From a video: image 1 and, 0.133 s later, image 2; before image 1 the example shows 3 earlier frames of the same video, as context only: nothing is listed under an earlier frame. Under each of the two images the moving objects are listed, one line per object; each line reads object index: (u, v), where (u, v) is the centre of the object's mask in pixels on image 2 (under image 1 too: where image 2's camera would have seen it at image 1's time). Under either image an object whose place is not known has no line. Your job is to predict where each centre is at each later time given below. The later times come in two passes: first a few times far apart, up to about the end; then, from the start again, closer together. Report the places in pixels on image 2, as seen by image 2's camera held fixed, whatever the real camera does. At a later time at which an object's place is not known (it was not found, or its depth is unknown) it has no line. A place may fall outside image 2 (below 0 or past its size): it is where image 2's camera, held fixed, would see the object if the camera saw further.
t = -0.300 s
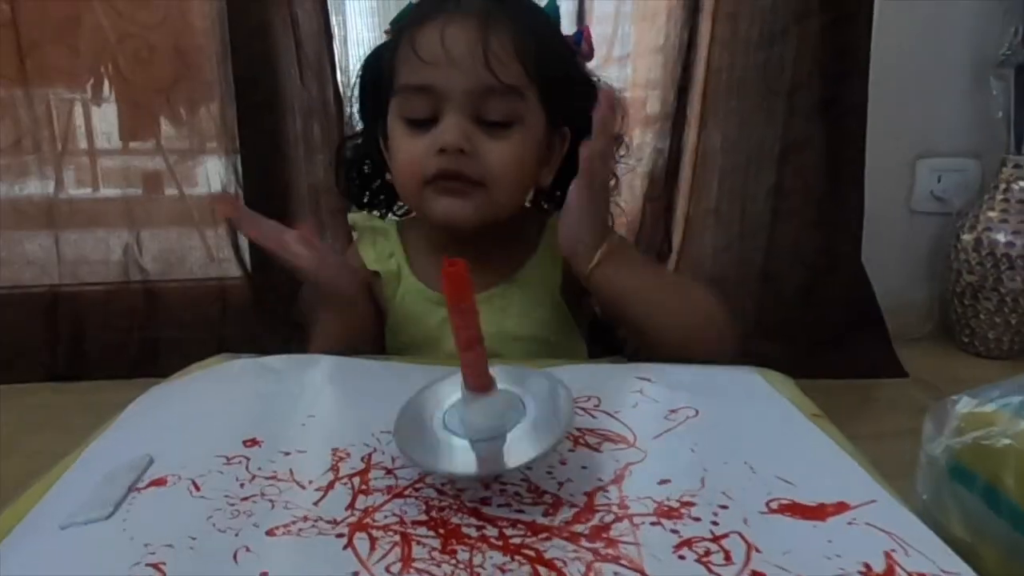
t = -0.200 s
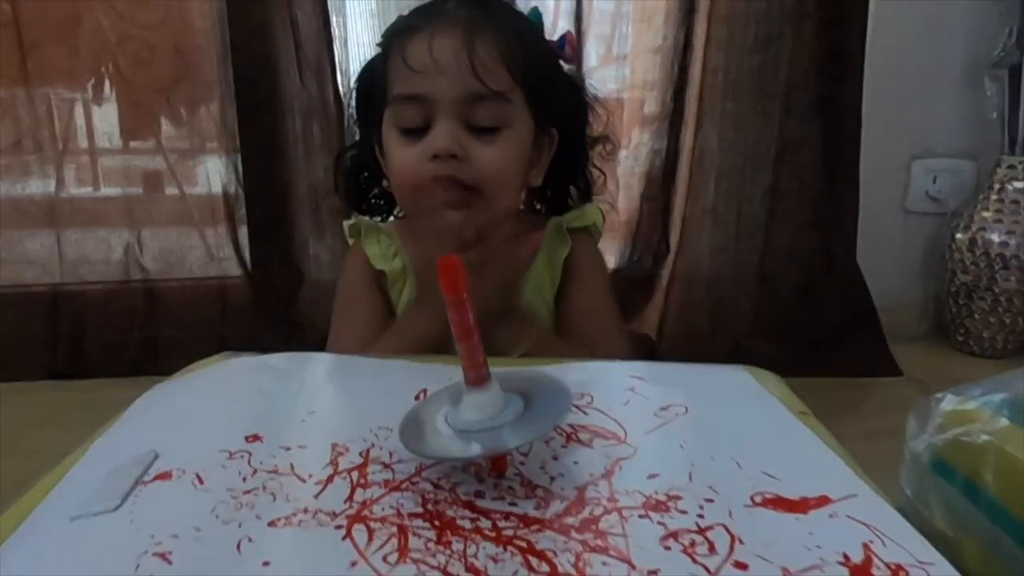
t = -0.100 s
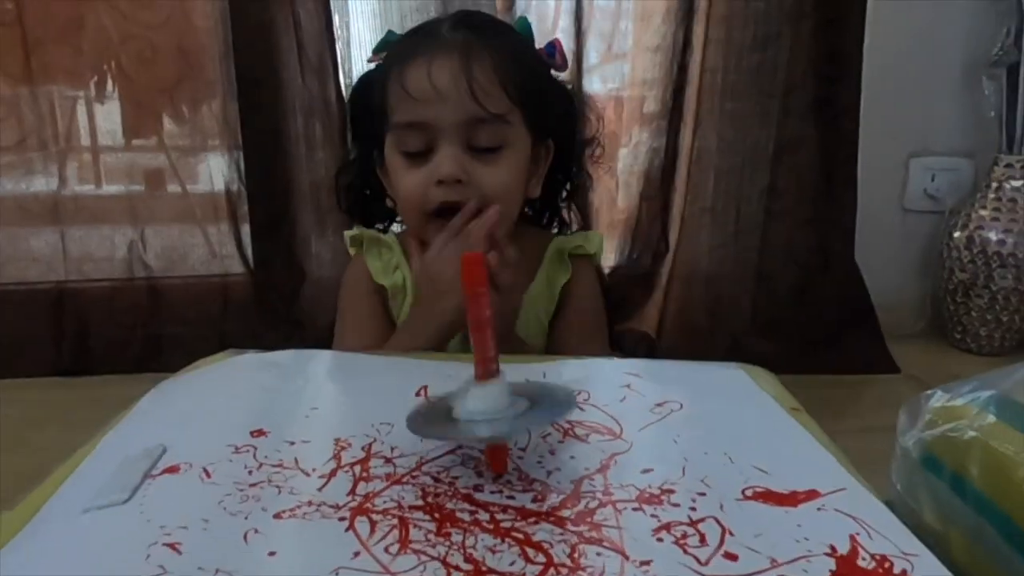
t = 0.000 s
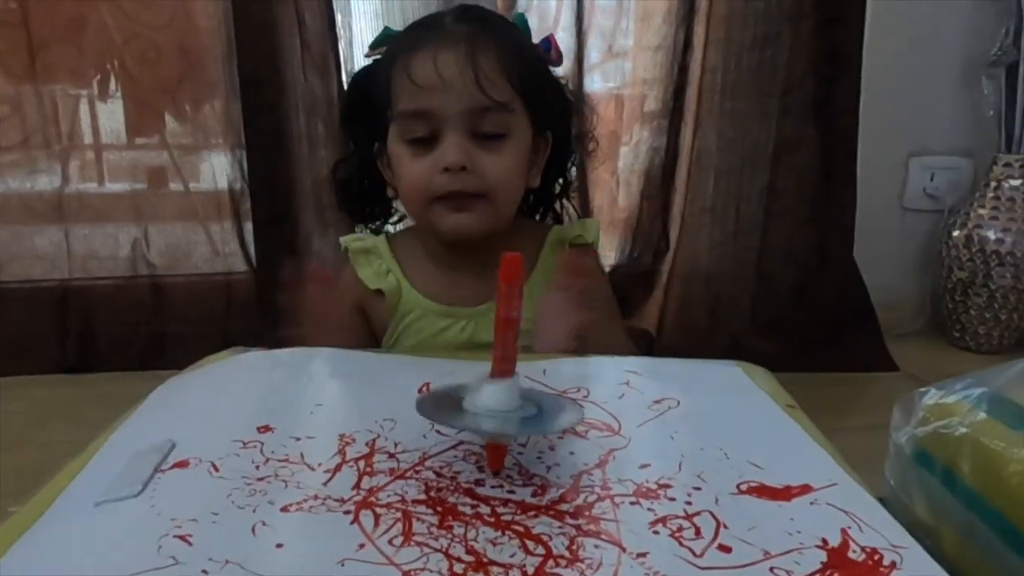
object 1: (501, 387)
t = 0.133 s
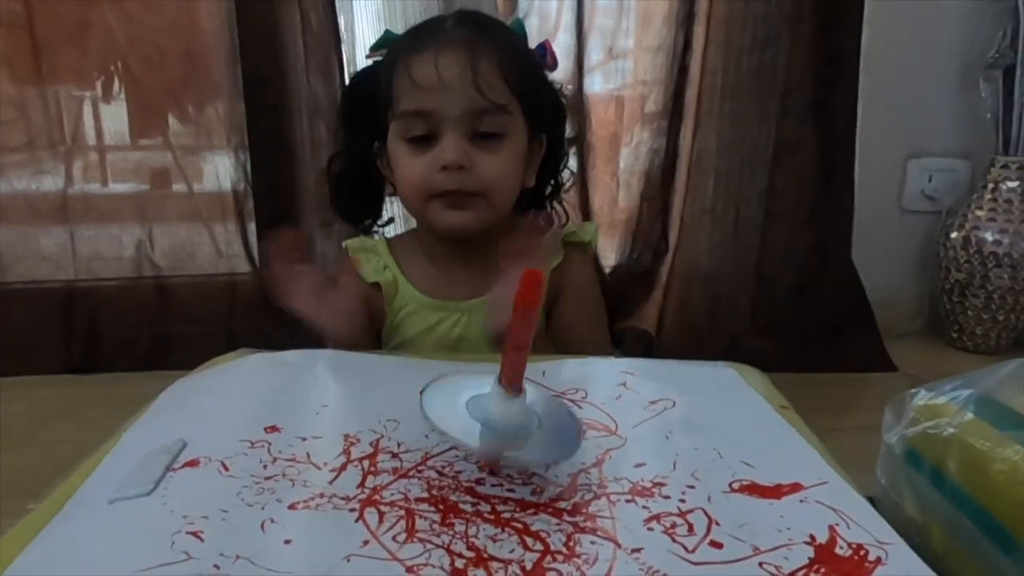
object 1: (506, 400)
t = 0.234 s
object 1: (496, 406)
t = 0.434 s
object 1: (506, 396)
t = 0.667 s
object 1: (507, 406)
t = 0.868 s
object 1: (522, 411)
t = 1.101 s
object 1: (508, 405)
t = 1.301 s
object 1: (546, 420)
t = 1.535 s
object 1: (506, 449)
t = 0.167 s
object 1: (502, 402)
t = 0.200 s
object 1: (499, 406)
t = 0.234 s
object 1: (496, 406)
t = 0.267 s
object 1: (495, 402)
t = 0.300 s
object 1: (494, 402)
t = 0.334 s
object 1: (495, 399)
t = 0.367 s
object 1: (498, 395)
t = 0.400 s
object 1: (501, 397)
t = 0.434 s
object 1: (506, 396)
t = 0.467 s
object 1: (509, 396)
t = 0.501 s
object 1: (511, 401)
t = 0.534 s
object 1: (514, 403)
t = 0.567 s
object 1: (512, 406)
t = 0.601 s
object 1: (510, 409)
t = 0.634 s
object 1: (508, 407)
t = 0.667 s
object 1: (507, 406)
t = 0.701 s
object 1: (508, 406)
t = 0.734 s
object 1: (512, 402)
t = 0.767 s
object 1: (514, 404)
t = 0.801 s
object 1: (519, 405)
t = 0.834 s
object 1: (521, 405)
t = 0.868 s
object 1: (522, 411)
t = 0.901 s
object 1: (522, 413)
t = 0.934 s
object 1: (520, 415)
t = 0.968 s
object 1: (516, 420)
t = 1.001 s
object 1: (513, 415)
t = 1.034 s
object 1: (510, 418)
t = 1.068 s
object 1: (508, 412)
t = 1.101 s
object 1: (508, 405)
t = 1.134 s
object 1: (511, 405)
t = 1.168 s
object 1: (519, 398)
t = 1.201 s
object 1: (526, 401)
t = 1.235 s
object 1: (535, 405)
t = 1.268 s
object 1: (543, 407)
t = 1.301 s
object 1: (546, 420)
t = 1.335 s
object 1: (547, 430)
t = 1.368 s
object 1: (543, 440)
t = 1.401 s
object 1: (536, 452)
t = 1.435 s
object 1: (530, 457)
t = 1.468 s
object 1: (521, 457)
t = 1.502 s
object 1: (511, 449)
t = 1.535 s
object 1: (506, 449)
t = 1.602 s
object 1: (493, 442)
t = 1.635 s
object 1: (494, 441)
